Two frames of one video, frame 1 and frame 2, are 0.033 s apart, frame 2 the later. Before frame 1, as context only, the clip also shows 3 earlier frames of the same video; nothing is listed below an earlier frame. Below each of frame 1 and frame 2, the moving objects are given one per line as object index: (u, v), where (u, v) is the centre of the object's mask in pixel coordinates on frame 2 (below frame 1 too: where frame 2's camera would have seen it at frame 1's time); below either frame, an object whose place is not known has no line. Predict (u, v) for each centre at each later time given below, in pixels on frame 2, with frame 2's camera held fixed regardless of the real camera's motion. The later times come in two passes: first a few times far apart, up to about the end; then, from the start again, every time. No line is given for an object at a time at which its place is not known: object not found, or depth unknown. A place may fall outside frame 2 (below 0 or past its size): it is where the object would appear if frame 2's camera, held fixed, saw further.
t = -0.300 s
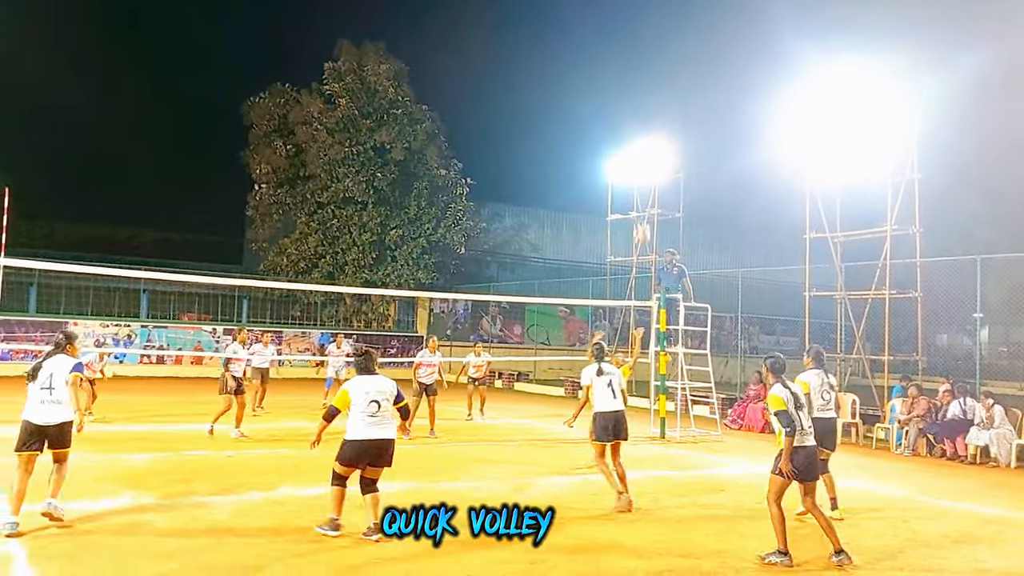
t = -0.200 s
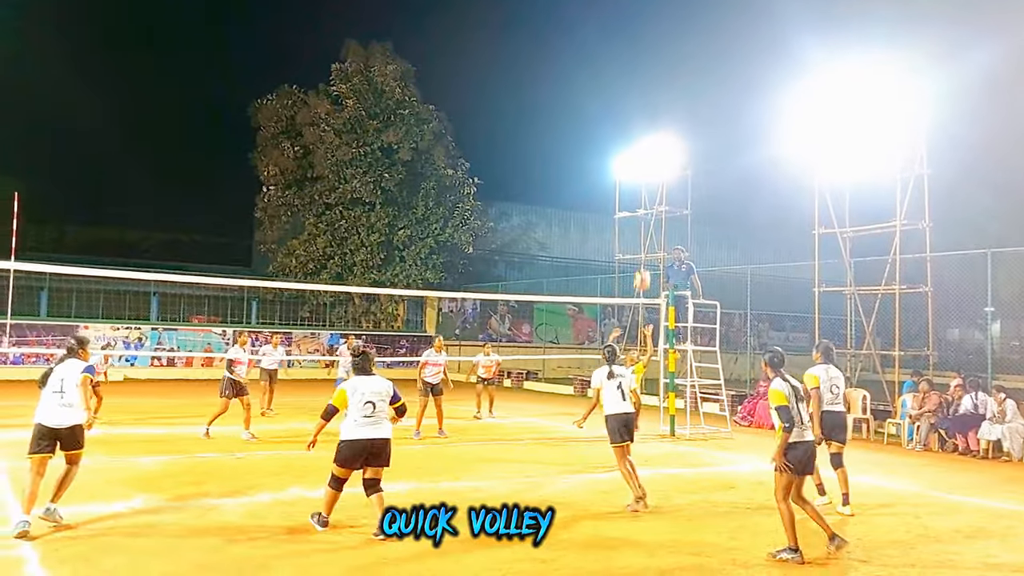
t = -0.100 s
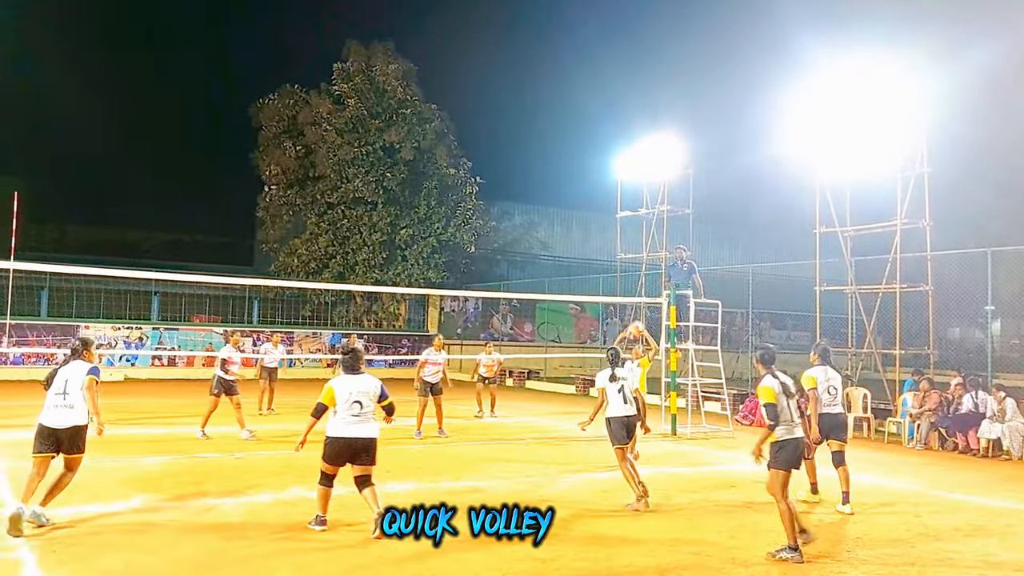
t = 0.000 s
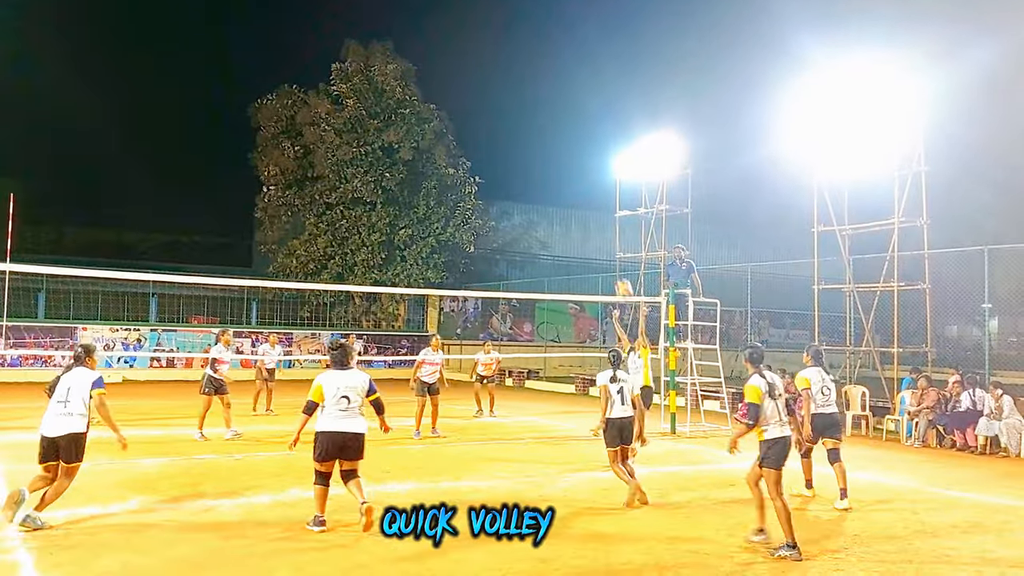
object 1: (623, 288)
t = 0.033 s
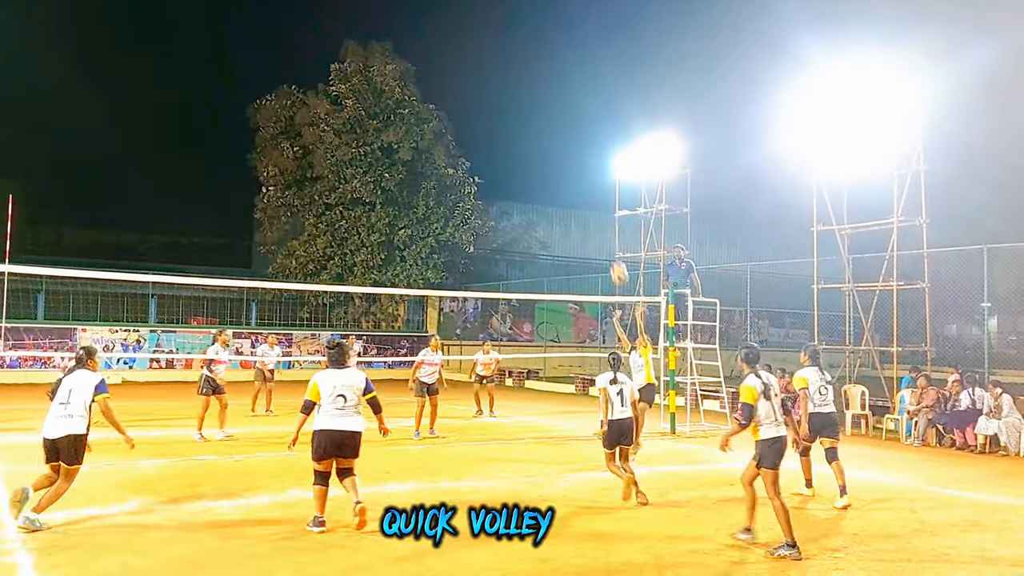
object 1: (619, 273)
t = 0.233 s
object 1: (593, 187)
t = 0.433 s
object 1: (565, 133)
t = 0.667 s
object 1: (534, 108)
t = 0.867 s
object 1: (508, 118)
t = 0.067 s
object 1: (614, 256)
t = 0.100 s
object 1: (610, 240)
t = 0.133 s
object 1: (606, 226)
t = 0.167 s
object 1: (601, 212)
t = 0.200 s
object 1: (597, 199)
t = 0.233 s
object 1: (593, 187)
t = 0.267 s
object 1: (588, 176)
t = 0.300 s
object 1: (584, 166)
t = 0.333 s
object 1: (579, 156)
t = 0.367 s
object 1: (574, 148)
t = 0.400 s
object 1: (570, 140)
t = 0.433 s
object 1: (565, 133)
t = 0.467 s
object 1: (561, 128)
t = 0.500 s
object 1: (556, 122)
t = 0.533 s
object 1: (552, 118)
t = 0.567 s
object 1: (547, 114)
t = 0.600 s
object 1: (543, 111)
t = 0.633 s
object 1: (539, 109)
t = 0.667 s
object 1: (534, 108)
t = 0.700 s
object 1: (530, 107)
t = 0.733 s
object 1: (526, 107)
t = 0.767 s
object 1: (521, 109)
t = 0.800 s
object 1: (517, 111)
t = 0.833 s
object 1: (513, 114)
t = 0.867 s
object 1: (508, 118)
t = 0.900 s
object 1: (504, 122)
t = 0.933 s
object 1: (500, 128)
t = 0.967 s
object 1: (495, 134)
